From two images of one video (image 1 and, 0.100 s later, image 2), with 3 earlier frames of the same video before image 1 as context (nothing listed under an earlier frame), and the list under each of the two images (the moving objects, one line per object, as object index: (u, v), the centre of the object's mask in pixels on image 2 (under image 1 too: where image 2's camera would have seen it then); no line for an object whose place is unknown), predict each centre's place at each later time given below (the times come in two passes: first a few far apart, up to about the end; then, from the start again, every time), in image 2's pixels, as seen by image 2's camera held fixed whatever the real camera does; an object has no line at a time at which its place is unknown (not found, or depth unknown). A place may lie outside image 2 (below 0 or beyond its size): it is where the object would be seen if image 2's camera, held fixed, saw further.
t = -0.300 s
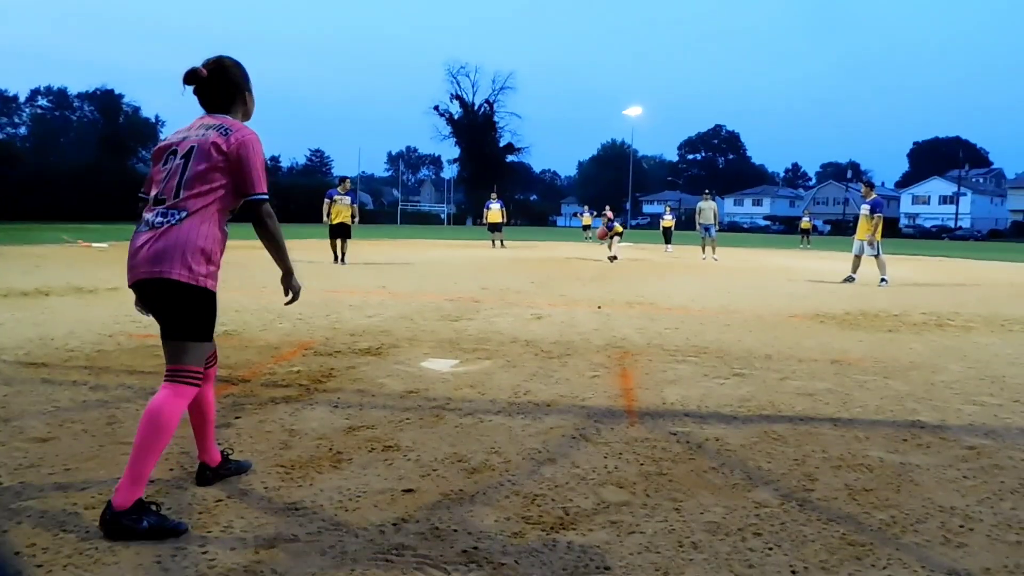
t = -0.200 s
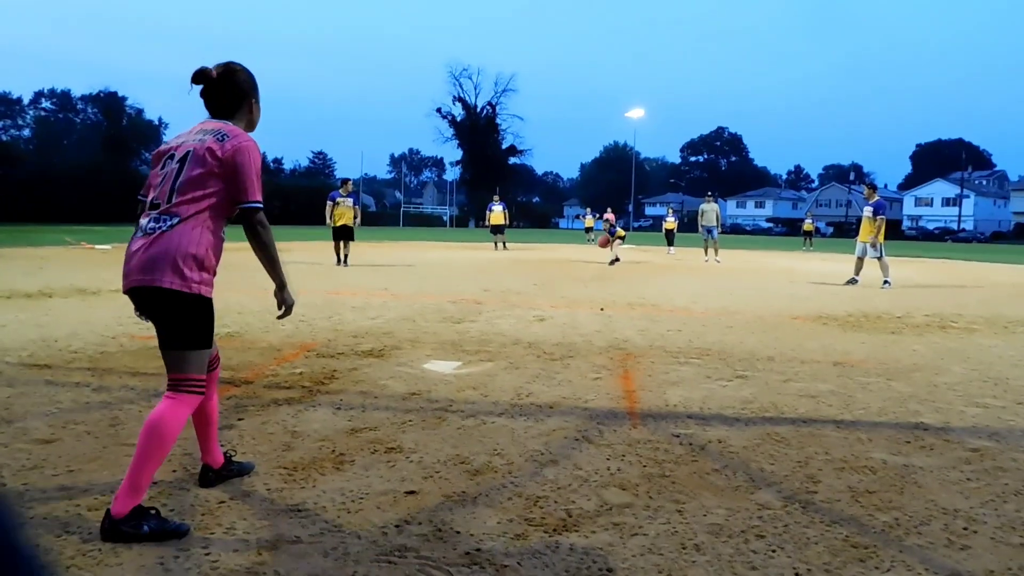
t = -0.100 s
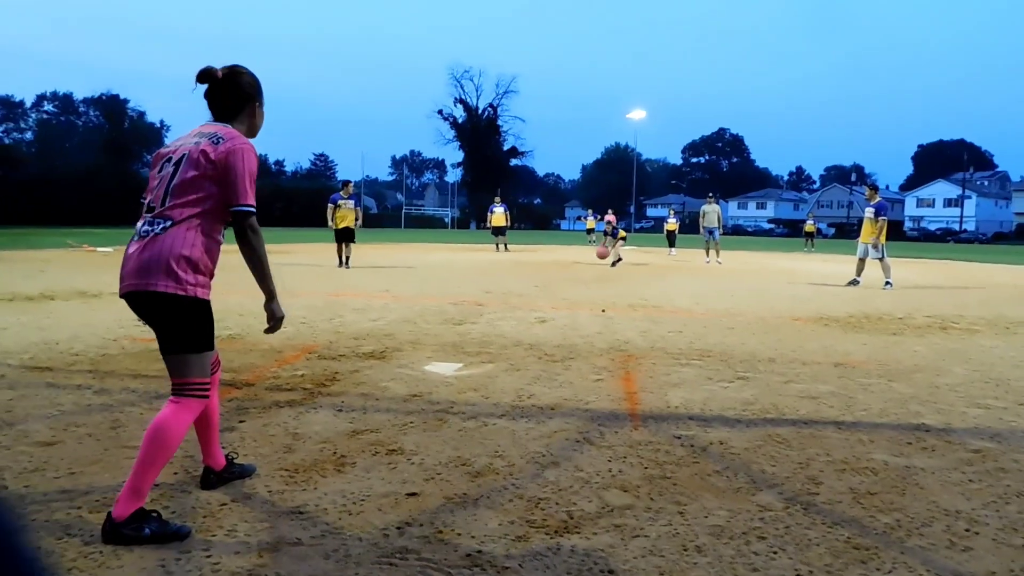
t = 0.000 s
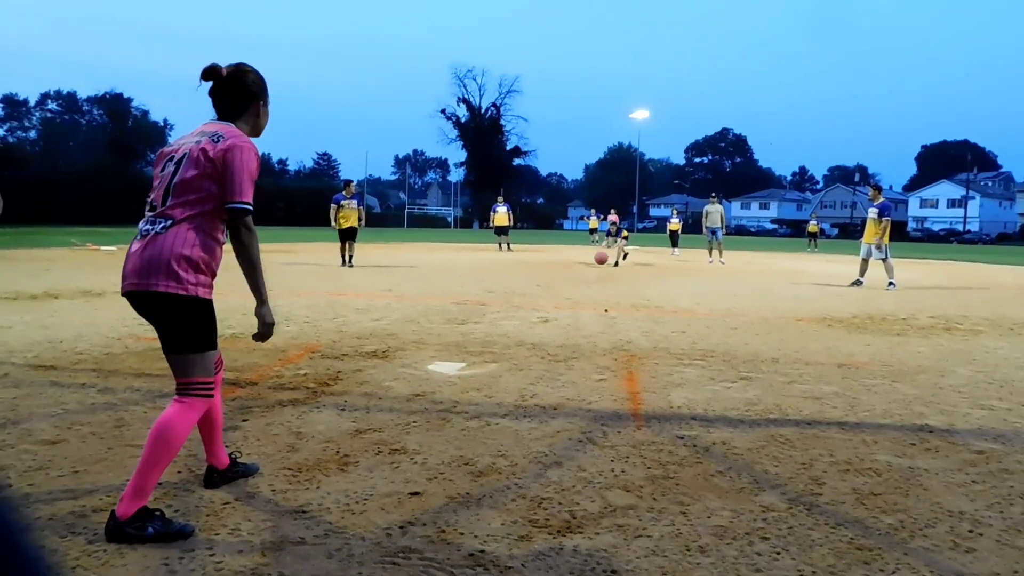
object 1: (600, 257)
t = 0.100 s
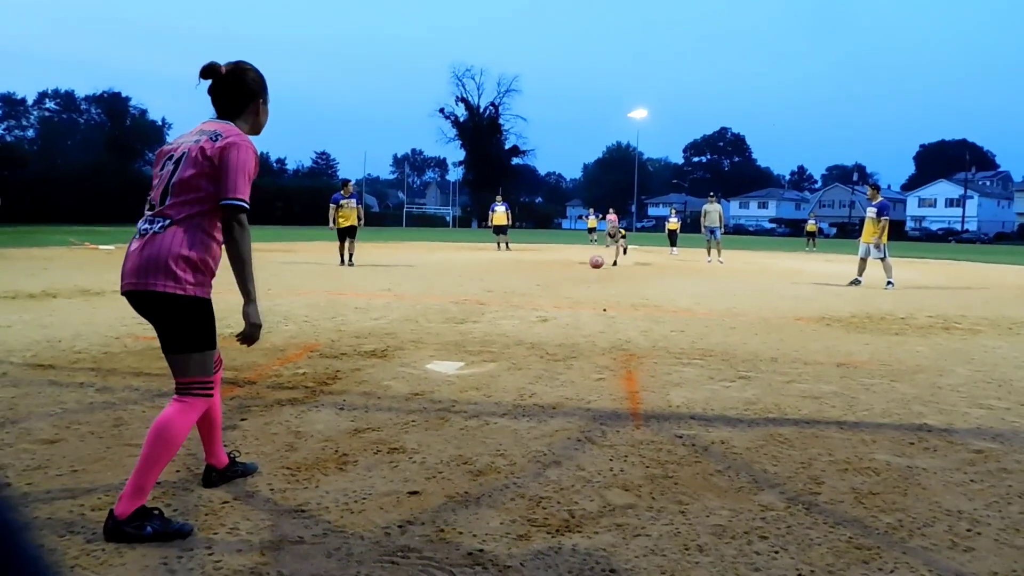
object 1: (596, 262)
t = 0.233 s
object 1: (593, 258)
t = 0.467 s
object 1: (586, 266)
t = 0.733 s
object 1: (574, 273)
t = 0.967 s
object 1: (564, 276)
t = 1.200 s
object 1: (549, 284)
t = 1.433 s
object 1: (531, 287)
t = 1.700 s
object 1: (507, 294)
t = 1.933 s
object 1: (478, 309)
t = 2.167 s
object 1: (439, 325)
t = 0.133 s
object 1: (595, 260)
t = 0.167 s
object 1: (595, 259)
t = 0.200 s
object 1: (594, 258)
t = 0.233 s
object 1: (593, 258)
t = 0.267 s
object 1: (592, 258)
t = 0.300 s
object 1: (591, 258)
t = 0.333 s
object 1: (590, 259)
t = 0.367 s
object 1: (589, 261)
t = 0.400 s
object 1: (588, 264)
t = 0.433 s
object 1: (587, 268)
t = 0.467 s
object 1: (586, 266)
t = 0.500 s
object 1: (585, 265)
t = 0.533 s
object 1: (583, 264)
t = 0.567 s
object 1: (582, 264)
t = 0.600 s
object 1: (580, 265)
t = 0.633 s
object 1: (579, 266)
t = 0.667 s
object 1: (577, 268)
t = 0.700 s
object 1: (576, 271)
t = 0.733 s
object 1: (574, 273)
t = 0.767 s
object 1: (573, 272)
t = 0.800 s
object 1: (572, 271)
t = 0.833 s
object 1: (570, 270)
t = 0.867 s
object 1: (569, 270)
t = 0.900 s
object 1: (567, 271)
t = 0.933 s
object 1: (565, 272)
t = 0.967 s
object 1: (564, 276)
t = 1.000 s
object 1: (562, 279)
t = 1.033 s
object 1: (560, 279)
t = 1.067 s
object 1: (558, 278)
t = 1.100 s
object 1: (556, 279)
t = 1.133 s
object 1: (554, 280)
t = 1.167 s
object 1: (551, 282)
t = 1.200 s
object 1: (549, 284)
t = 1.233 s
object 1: (546, 285)
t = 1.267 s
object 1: (544, 286)
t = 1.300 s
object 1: (542, 287)
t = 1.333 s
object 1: (539, 288)
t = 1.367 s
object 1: (537, 287)
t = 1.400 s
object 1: (534, 286)
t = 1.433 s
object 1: (531, 287)
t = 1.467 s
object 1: (529, 288)
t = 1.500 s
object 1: (526, 291)
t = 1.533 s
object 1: (522, 294)
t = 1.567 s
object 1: (519, 294)
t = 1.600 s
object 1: (517, 292)
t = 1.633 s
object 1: (513, 292)
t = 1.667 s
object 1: (510, 292)
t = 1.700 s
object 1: (507, 294)
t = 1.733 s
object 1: (504, 296)
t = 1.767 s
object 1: (500, 301)
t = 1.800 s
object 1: (496, 307)
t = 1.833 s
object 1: (492, 308)
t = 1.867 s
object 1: (488, 307)
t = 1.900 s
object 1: (483, 307)
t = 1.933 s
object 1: (478, 309)
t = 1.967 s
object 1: (474, 313)
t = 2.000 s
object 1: (468, 316)
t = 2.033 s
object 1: (463, 315)
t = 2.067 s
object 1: (458, 315)
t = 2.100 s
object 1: (452, 317)
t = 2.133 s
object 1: (446, 319)
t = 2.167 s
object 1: (439, 325)
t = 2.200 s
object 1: (433, 331)
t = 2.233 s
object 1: (426, 331)
